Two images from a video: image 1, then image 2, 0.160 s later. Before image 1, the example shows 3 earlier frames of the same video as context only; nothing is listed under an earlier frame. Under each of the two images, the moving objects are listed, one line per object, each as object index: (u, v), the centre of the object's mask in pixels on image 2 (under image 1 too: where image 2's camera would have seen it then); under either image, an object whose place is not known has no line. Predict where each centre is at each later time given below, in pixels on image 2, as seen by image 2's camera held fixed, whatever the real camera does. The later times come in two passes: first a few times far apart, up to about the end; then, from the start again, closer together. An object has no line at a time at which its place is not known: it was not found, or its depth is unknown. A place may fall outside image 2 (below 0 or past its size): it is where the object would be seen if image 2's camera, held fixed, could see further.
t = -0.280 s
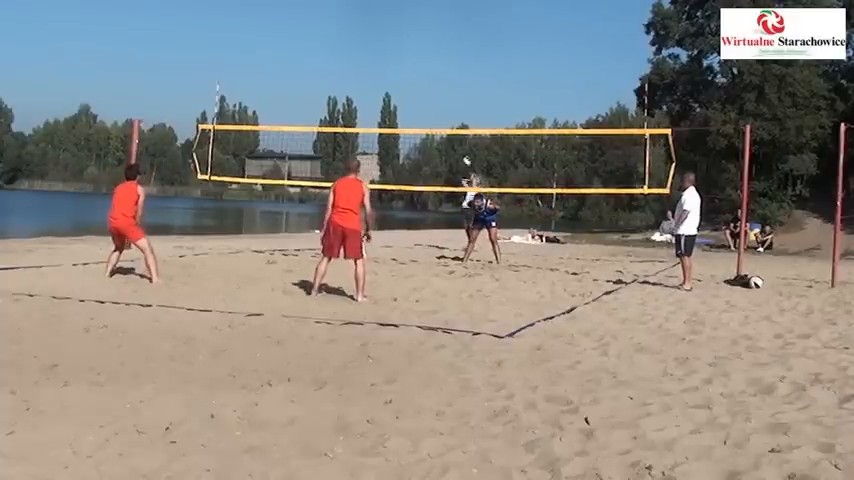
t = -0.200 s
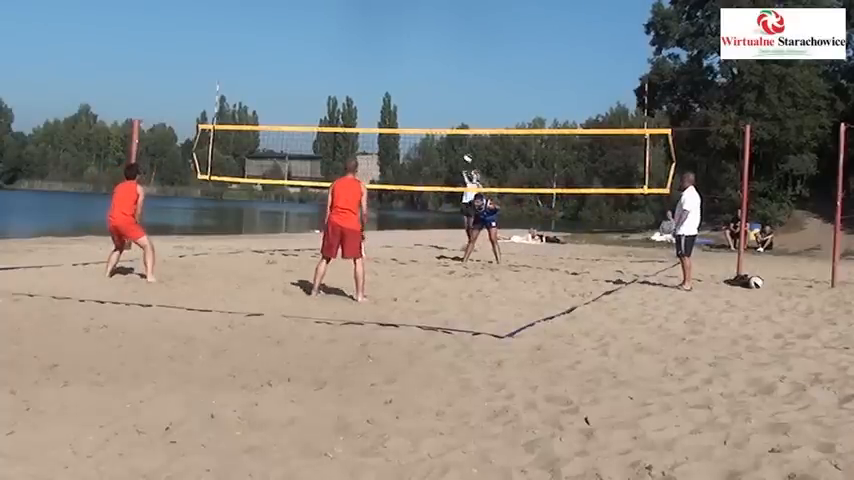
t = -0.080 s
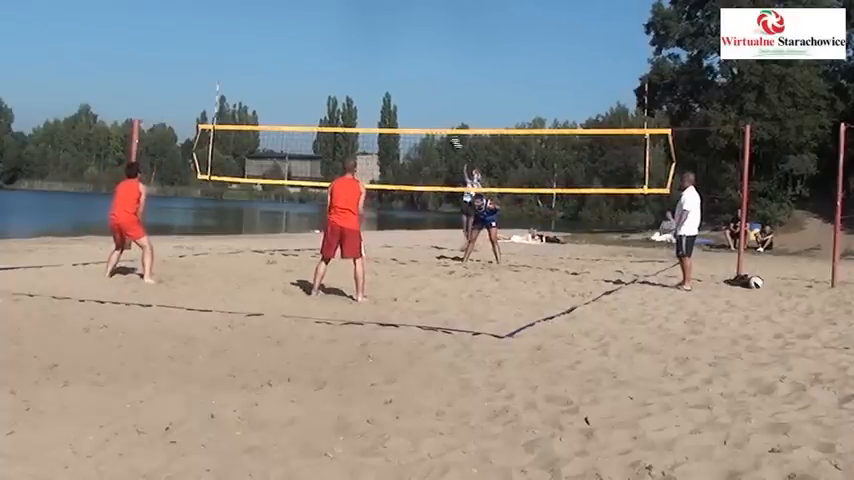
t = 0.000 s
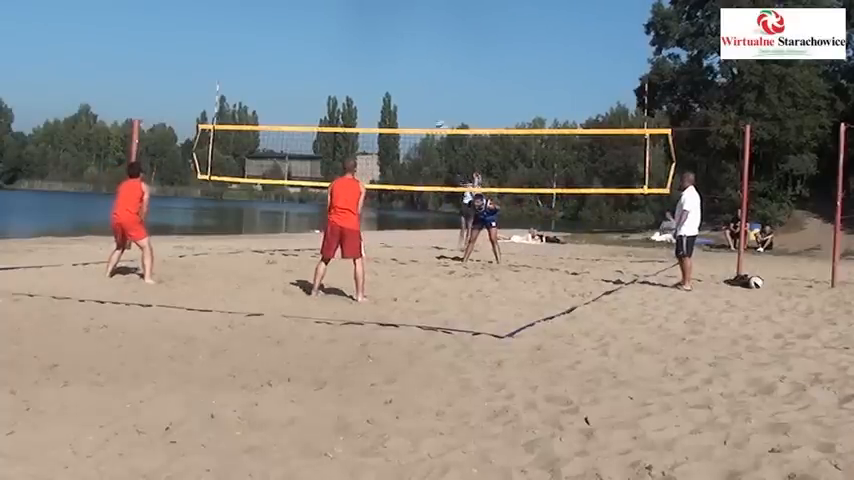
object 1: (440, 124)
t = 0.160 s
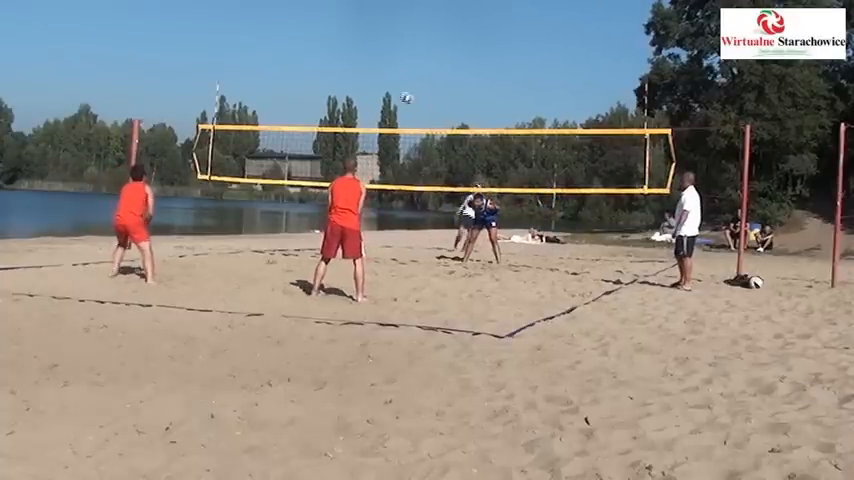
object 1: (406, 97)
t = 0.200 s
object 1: (397, 93)
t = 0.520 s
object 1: (308, 71)
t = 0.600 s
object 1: (281, 74)
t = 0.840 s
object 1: (189, 111)
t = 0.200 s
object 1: (397, 93)
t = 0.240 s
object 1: (387, 87)
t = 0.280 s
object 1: (377, 83)
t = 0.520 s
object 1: (308, 71)
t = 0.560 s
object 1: (294, 73)
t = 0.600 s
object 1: (281, 74)
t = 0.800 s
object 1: (206, 102)
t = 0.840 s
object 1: (189, 111)
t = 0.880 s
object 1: (171, 122)
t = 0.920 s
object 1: (153, 133)
